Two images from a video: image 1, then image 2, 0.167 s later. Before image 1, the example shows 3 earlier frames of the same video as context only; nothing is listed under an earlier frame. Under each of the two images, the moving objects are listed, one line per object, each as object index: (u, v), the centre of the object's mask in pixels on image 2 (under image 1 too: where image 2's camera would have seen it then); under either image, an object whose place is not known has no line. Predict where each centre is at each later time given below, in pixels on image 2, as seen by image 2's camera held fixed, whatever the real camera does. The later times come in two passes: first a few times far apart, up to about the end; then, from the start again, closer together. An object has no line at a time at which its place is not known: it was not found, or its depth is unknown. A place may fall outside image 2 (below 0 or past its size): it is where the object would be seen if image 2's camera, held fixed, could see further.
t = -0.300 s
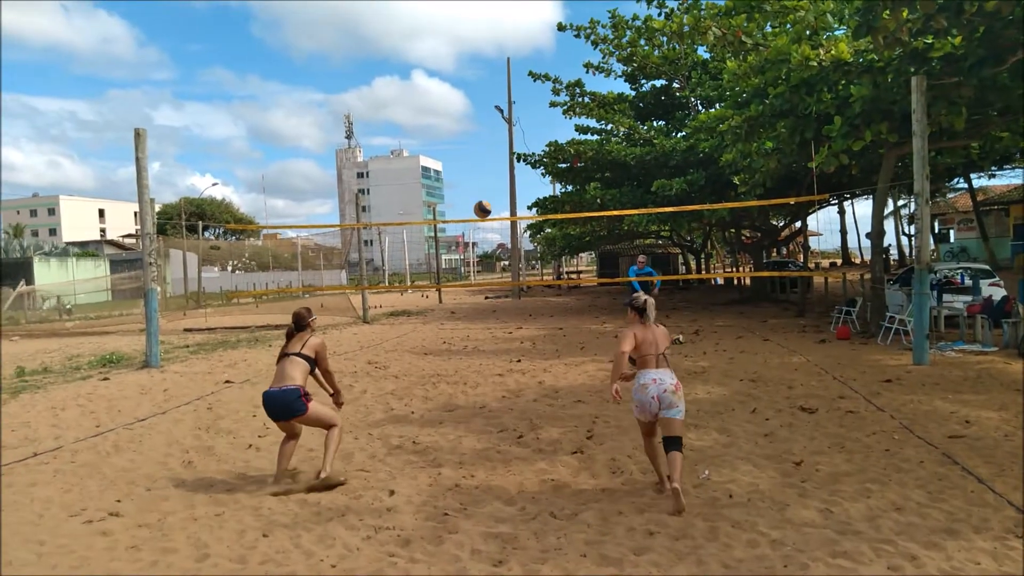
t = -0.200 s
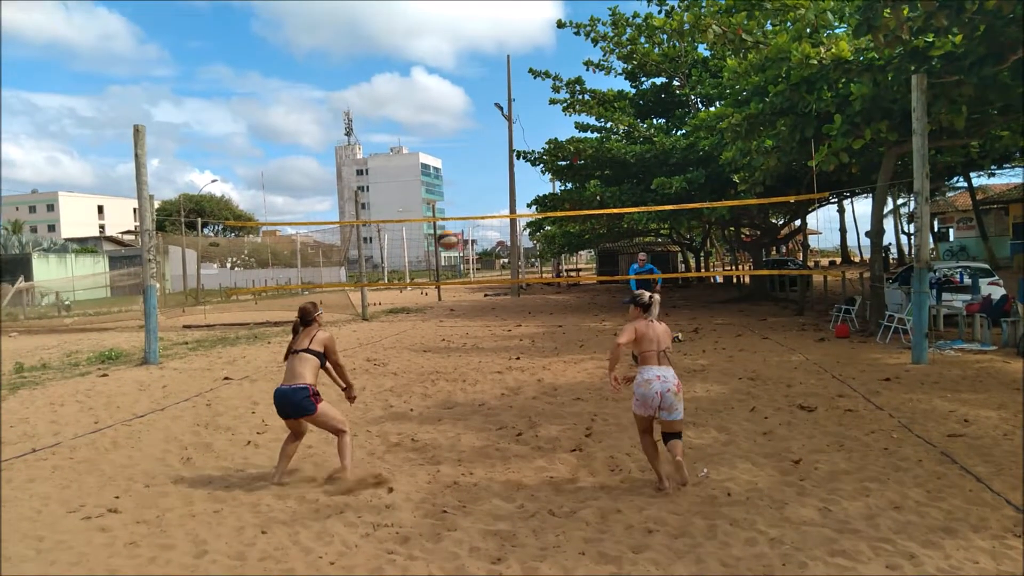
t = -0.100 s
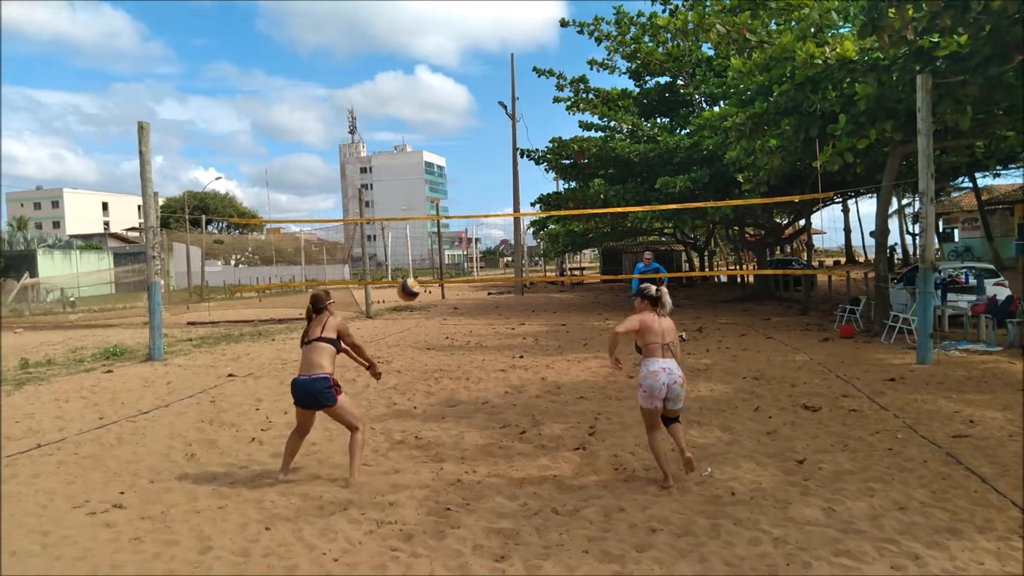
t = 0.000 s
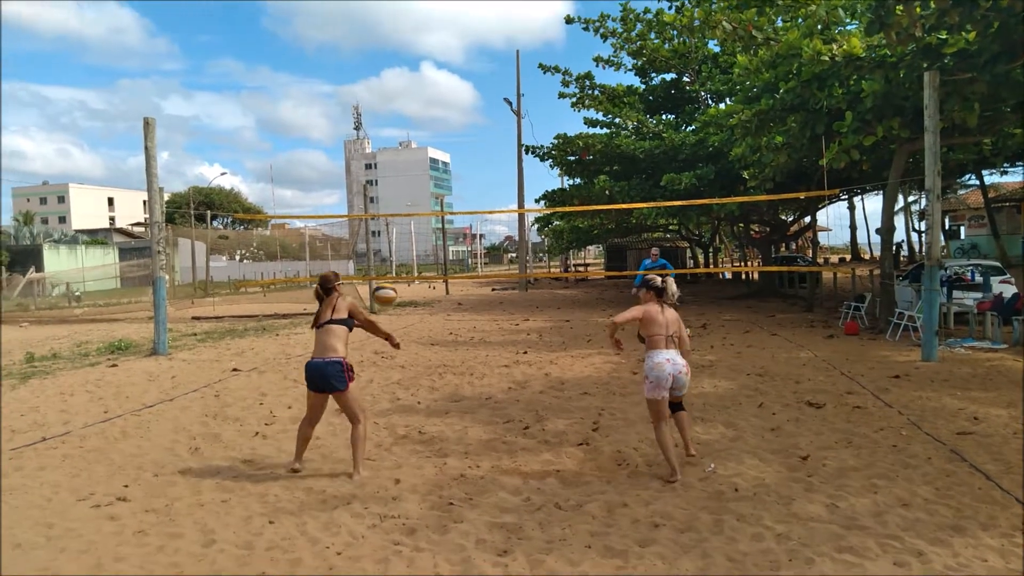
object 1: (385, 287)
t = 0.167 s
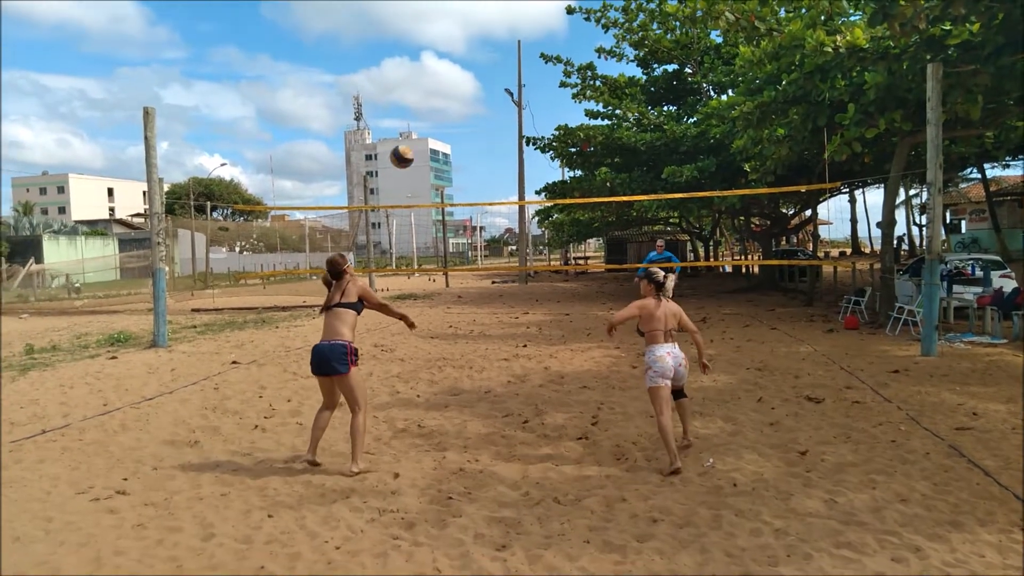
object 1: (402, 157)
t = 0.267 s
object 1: (413, 96)
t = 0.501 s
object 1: (441, 0)
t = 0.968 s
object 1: (495, 2)
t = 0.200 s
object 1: (405, 135)
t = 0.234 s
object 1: (409, 115)
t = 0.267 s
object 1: (413, 96)
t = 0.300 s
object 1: (417, 78)
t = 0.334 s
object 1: (421, 62)
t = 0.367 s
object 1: (425, 47)
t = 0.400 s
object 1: (429, 34)
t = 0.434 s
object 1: (432, 22)
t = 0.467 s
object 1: (437, 10)
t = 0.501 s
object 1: (441, 0)
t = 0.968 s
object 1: (495, 2)
